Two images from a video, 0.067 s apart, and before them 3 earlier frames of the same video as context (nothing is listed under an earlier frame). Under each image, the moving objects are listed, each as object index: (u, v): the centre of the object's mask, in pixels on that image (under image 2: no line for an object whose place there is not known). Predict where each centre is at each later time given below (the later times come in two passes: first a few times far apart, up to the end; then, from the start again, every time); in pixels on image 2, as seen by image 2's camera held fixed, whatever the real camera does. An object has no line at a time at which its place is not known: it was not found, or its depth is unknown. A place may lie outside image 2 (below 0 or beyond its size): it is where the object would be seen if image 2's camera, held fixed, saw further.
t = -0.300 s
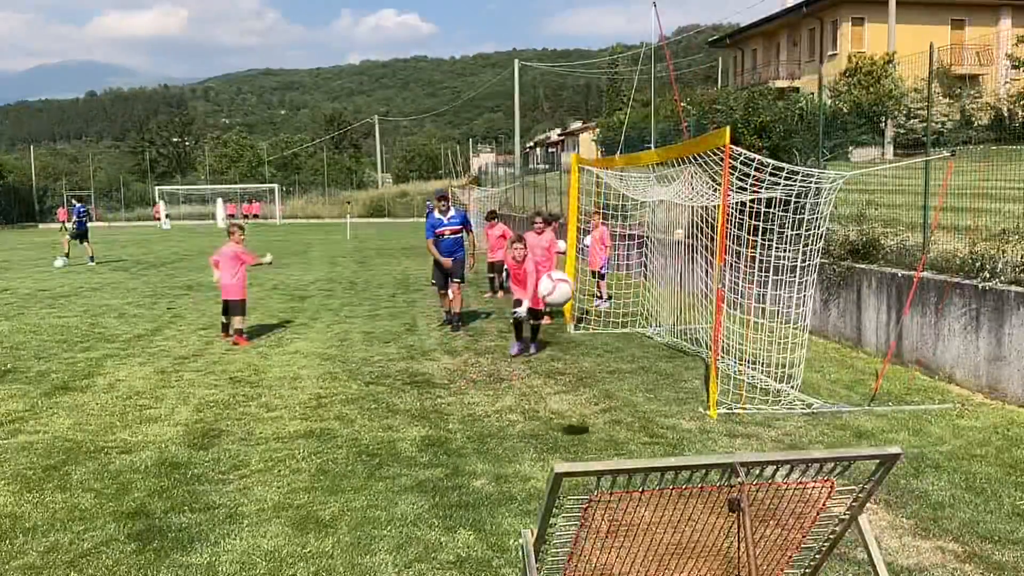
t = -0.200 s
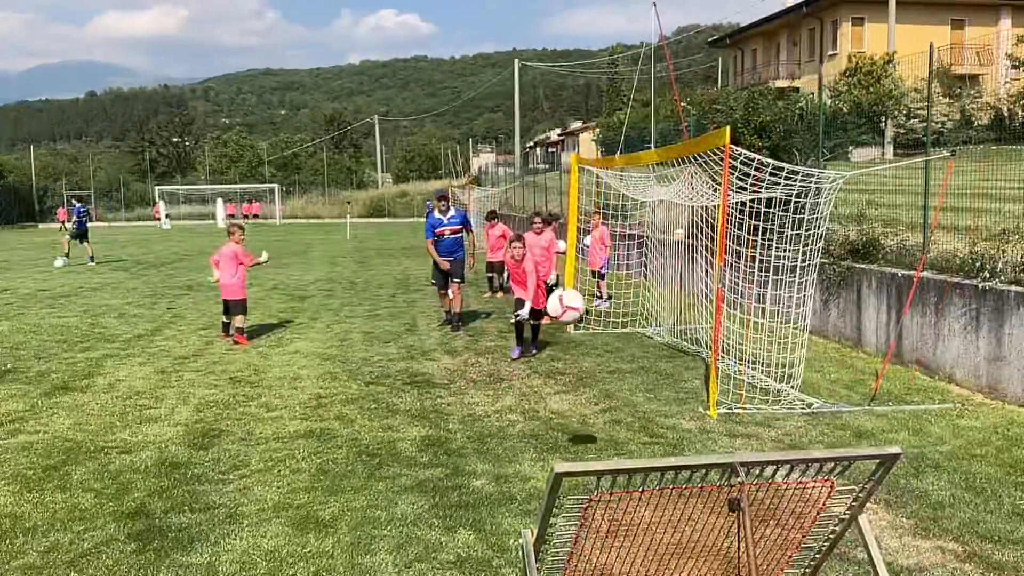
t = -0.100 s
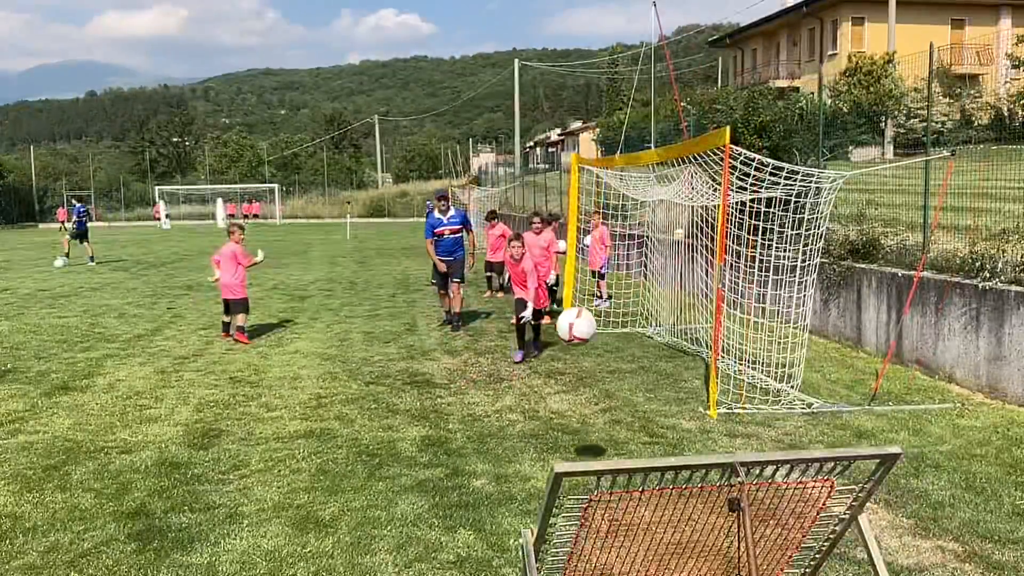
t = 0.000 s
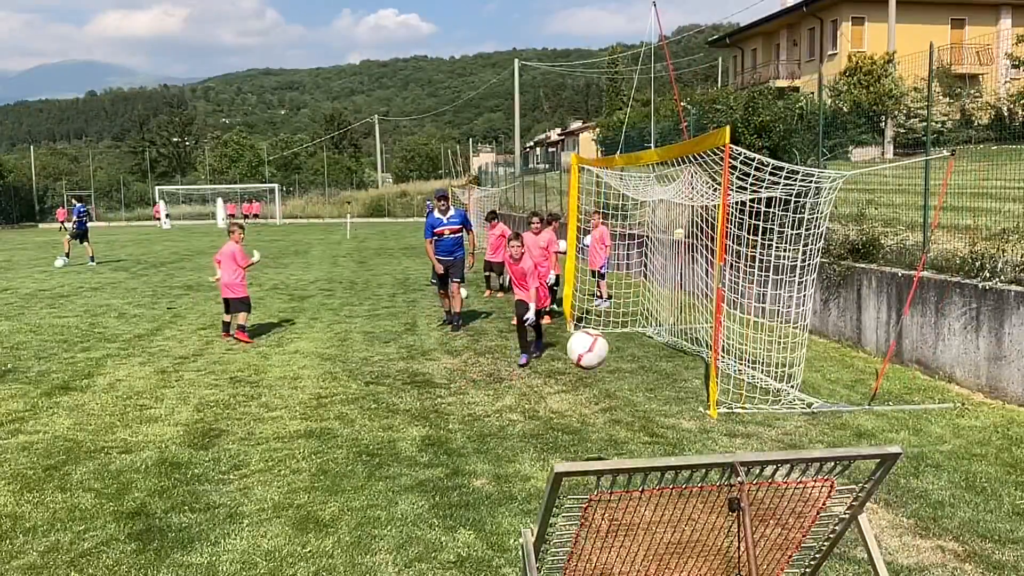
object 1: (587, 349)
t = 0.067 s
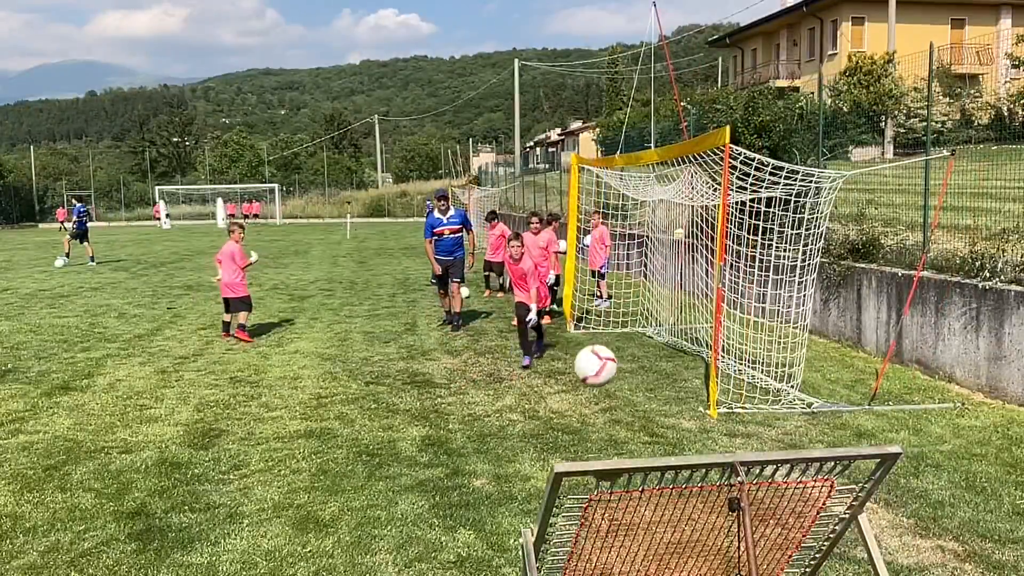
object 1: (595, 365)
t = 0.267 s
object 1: (623, 427)
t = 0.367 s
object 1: (639, 460)
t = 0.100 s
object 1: (600, 374)
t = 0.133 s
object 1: (604, 384)
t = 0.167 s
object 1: (609, 394)
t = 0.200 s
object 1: (613, 404)
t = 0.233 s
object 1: (618, 415)
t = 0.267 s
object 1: (623, 427)
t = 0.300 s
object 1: (628, 437)
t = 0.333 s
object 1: (632, 445)
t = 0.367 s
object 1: (639, 460)
